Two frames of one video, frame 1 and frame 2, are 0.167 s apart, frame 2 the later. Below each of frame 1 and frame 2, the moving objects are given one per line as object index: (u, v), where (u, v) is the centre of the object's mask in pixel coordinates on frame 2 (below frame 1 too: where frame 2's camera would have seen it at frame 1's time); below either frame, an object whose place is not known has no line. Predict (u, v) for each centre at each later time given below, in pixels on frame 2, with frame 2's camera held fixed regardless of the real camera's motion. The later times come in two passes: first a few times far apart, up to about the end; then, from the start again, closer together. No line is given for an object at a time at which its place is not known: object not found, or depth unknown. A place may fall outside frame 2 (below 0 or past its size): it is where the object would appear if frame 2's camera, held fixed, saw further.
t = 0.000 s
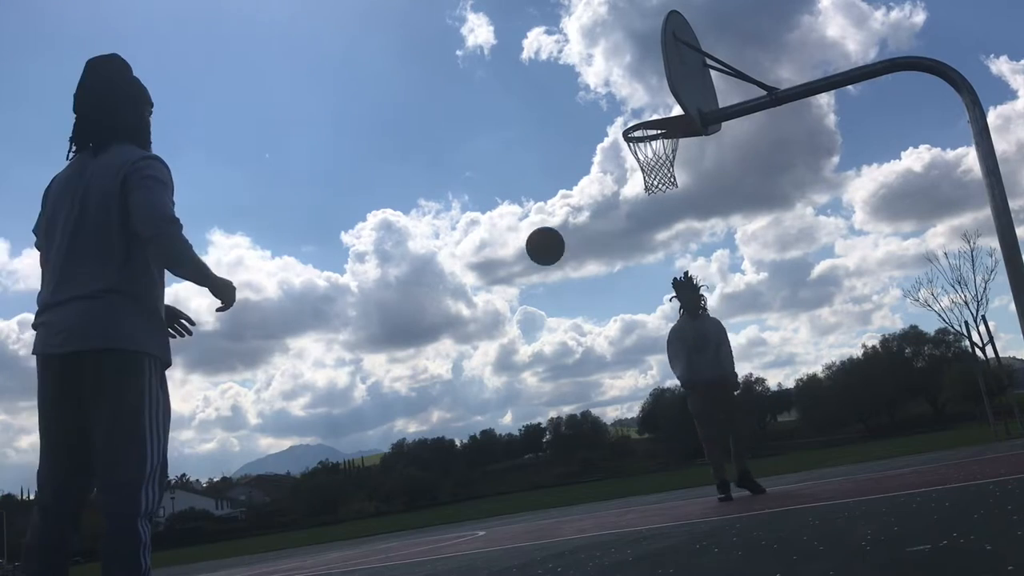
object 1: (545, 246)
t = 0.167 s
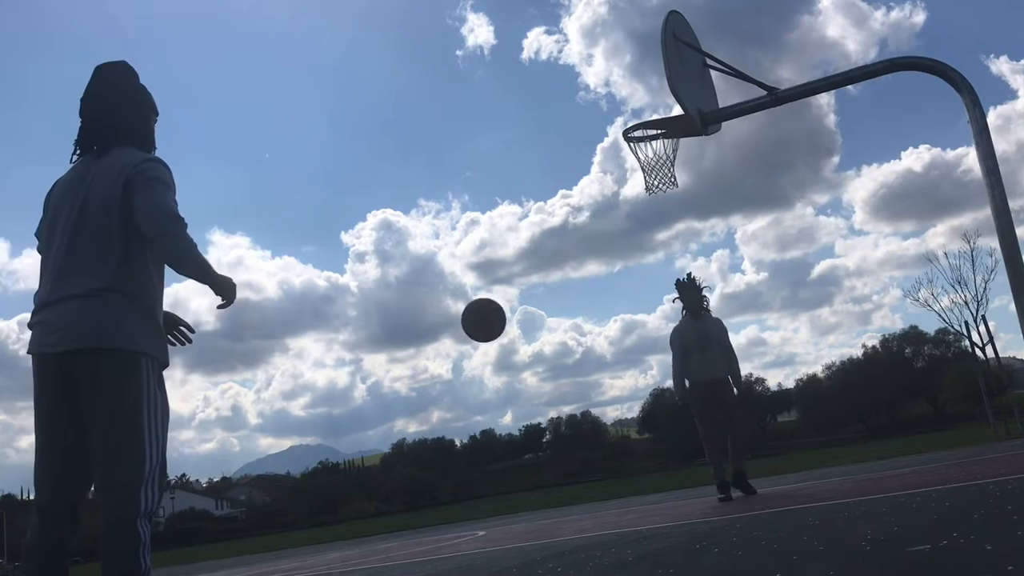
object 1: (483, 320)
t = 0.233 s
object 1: (455, 370)
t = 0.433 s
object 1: (352, 528)
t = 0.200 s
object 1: (470, 343)
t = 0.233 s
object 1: (455, 370)
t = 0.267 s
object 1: (440, 401)
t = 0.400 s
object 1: (371, 557)
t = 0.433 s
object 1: (352, 528)
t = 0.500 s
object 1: (316, 470)
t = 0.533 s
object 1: (294, 431)
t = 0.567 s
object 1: (275, 404)
